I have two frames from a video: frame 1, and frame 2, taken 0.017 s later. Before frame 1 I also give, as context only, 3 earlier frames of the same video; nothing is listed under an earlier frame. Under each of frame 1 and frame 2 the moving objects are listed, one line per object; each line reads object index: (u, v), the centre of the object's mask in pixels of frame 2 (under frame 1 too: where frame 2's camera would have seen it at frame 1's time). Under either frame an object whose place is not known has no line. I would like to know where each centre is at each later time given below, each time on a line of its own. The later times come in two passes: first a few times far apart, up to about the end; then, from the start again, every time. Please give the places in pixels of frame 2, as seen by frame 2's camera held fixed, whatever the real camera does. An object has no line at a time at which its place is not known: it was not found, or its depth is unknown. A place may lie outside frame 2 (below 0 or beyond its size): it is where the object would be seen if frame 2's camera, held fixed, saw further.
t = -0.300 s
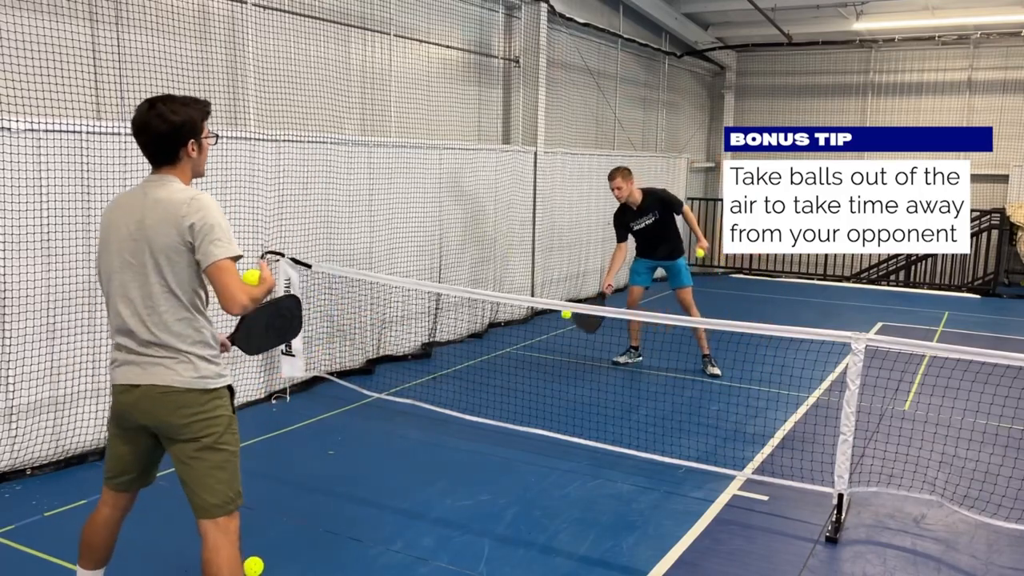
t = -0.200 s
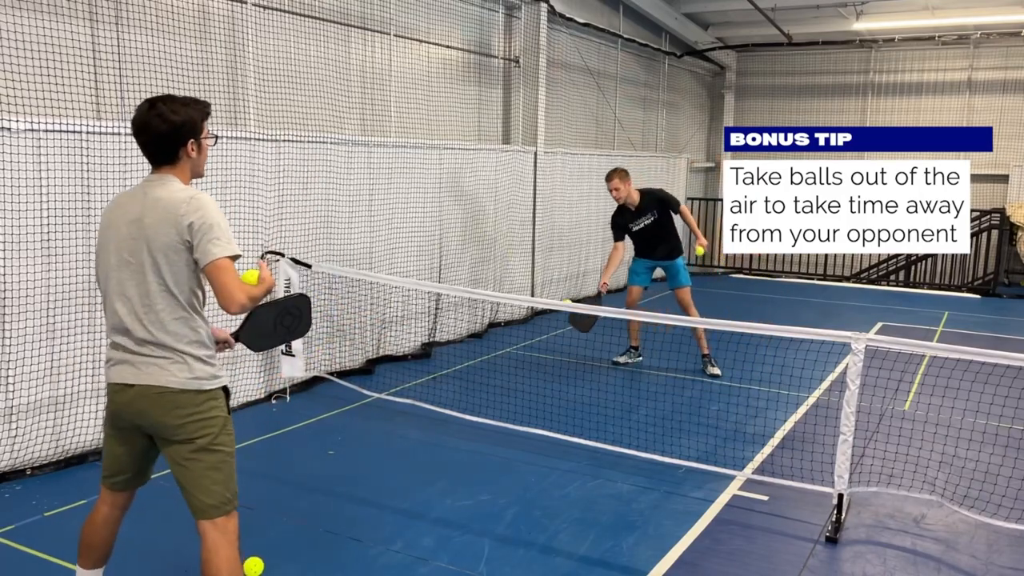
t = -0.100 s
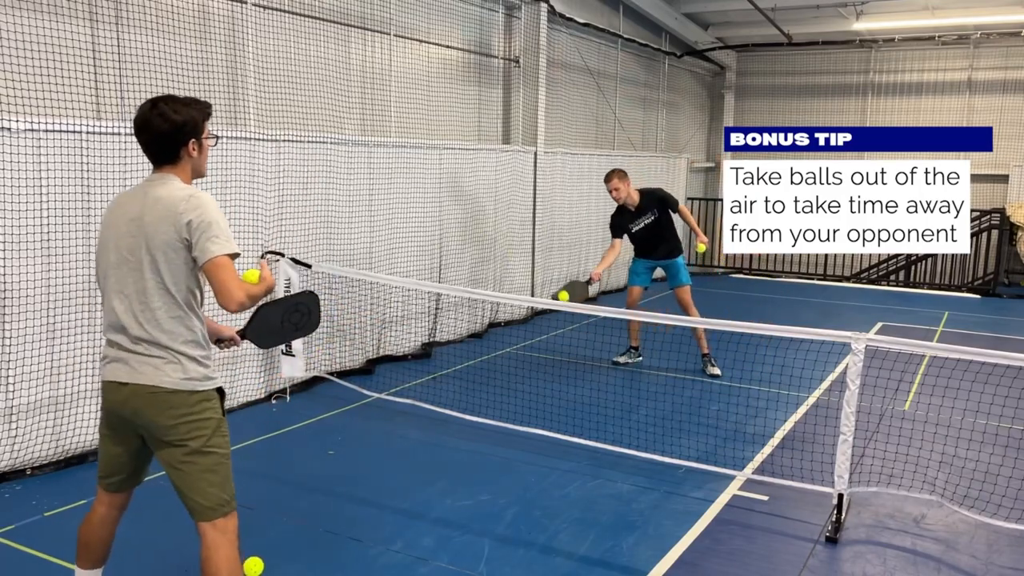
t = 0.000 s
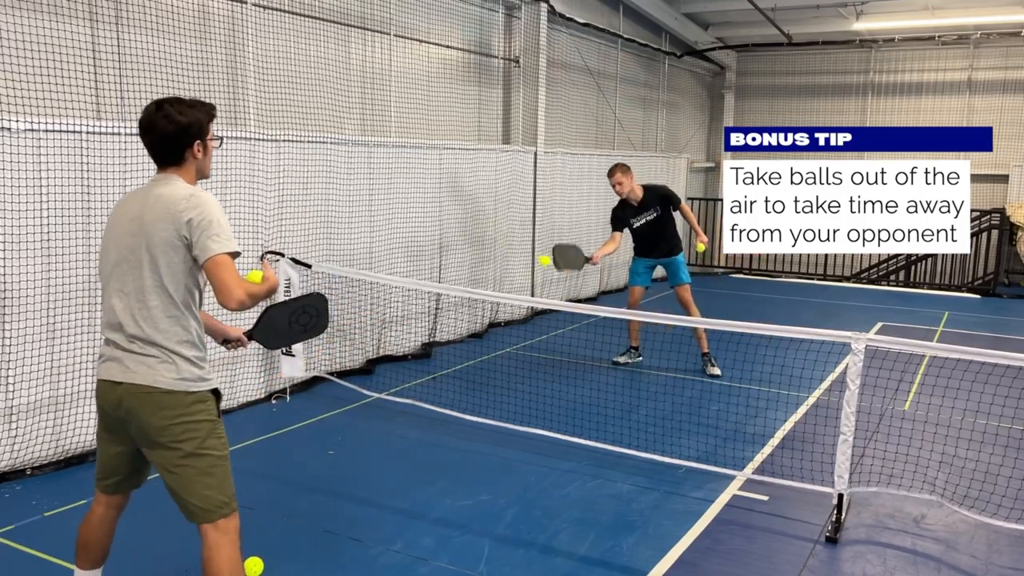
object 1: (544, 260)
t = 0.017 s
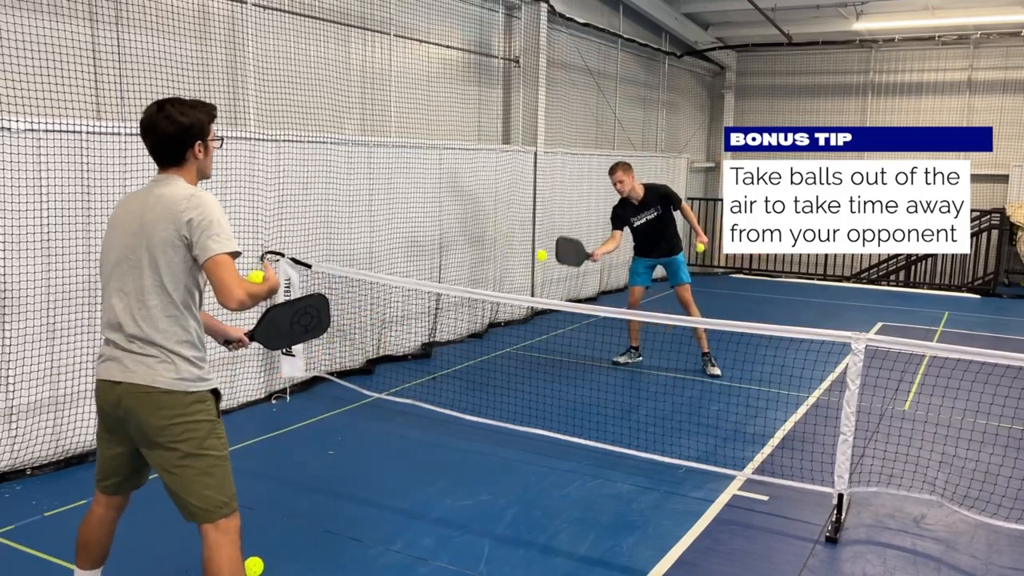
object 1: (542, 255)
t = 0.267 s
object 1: (482, 226)
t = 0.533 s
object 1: (395, 328)
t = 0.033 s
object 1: (538, 251)
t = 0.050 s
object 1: (535, 247)
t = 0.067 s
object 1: (531, 243)
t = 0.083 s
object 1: (527, 239)
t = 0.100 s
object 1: (523, 236)
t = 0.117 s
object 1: (519, 232)
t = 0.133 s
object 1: (515, 231)
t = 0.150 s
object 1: (512, 228)
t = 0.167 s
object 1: (508, 227)
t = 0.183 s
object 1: (504, 225)
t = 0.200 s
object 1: (499, 224)
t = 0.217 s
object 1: (495, 224)
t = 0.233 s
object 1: (491, 224)
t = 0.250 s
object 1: (486, 225)
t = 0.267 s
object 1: (482, 226)
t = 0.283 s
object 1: (477, 228)
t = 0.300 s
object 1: (473, 230)
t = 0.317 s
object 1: (468, 233)
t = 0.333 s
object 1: (462, 237)
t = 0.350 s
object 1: (458, 240)
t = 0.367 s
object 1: (453, 245)
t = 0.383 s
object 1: (448, 250)
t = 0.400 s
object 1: (442, 256)
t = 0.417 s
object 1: (437, 262)
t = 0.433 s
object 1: (431, 269)
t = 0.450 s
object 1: (425, 277)
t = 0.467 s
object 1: (419, 286)
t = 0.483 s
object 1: (414, 295)
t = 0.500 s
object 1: (408, 305)
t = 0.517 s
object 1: (401, 316)
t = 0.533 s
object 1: (395, 328)
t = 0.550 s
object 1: (389, 340)
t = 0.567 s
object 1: (382, 355)
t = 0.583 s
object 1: (375, 368)
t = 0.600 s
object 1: (369, 383)
